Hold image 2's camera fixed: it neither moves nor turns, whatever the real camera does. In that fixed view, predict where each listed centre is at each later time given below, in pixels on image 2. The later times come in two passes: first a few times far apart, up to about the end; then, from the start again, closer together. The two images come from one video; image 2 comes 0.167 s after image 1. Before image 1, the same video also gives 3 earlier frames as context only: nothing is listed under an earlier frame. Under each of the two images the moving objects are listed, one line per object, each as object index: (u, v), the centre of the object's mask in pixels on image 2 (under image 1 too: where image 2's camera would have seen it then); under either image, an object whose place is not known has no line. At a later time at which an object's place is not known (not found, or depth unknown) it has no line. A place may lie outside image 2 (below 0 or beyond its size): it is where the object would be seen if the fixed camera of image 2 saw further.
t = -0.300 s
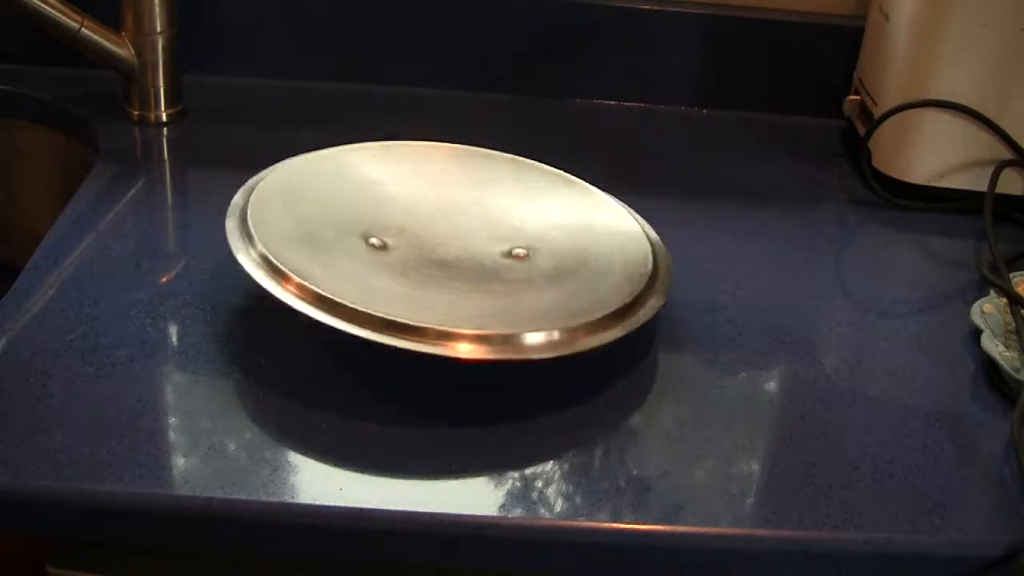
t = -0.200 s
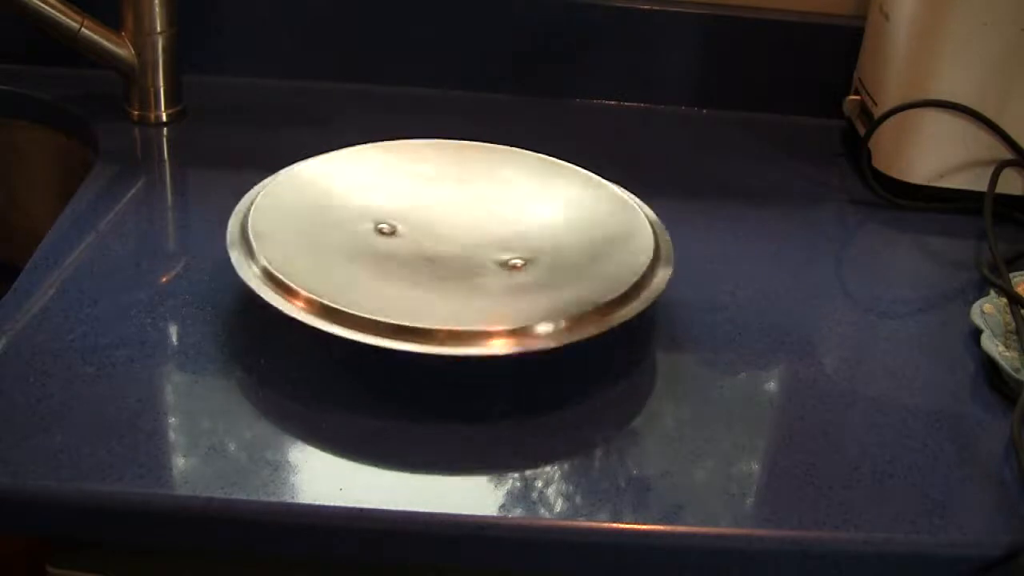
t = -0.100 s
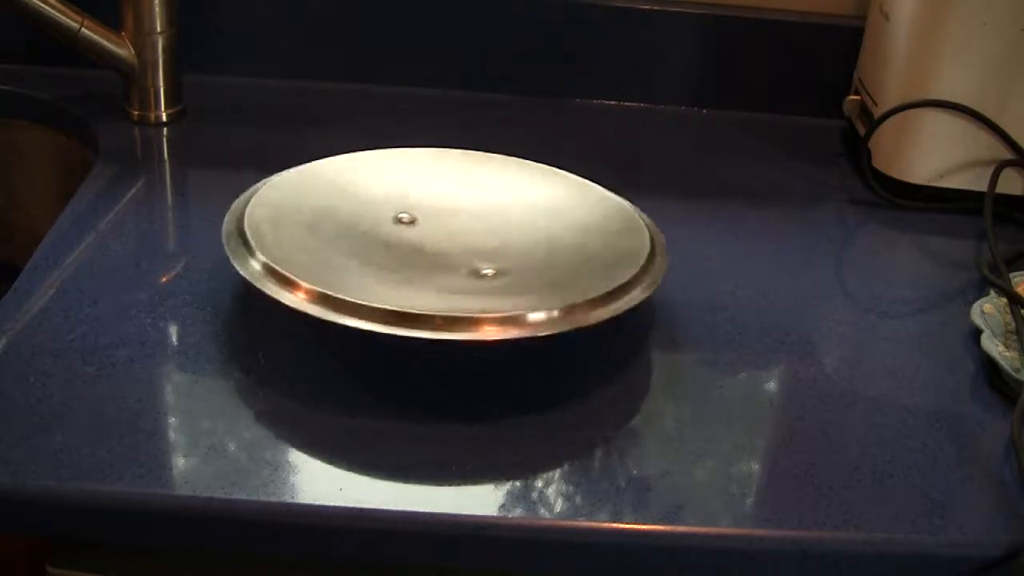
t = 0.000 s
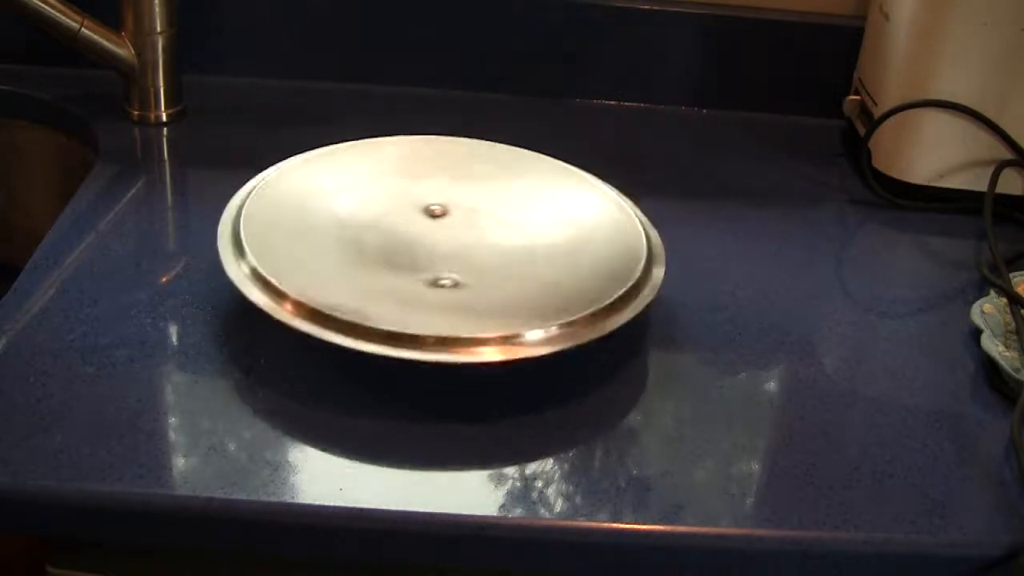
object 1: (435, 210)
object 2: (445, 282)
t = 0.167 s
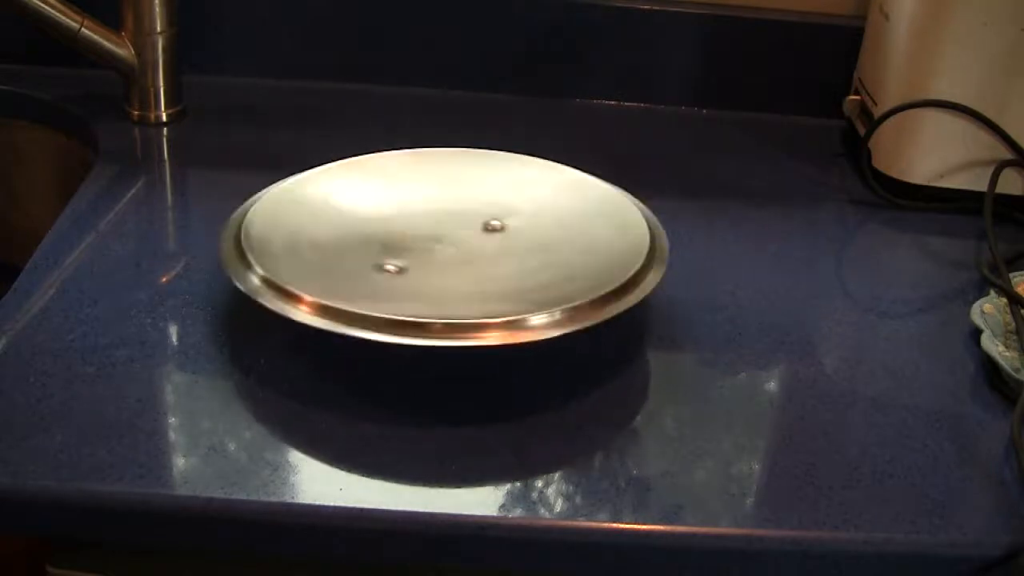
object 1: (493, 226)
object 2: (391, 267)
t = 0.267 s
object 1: (511, 242)
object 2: (374, 251)
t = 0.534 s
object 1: (475, 283)
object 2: (416, 223)
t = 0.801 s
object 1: (395, 264)
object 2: (512, 238)
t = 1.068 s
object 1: (394, 222)
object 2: (497, 271)
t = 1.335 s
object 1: (479, 222)
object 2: (402, 278)
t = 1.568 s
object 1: (520, 258)
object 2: (380, 247)
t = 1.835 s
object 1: (461, 285)
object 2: (451, 222)
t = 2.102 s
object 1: (378, 253)
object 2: (517, 243)
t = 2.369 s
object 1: (408, 221)
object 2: (482, 285)
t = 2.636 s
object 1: (501, 227)
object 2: (401, 275)
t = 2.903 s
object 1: (511, 267)
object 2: (386, 234)
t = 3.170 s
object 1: (434, 287)
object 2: (467, 225)
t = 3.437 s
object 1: (378, 246)
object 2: (522, 256)
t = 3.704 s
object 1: (424, 219)
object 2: (474, 290)
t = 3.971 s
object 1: (507, 233)
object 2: (396, 270)
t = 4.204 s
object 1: (515, 266)
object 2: (385, 238)
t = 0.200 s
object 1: (501, 231)
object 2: (383, 261)
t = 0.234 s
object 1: (507, 237)
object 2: (377, 256)
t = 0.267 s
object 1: (511, 242)
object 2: (374, 251)
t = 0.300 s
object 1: (514, 247)
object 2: (373, 247)
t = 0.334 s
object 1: (514, 251)
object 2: (374, 243)
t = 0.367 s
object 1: (513, 255)
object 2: (376, 239)
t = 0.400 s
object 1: (509, 260)
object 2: (380, 236)
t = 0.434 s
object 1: (503, 266)
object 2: (386, 232)
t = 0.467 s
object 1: (495, 272)
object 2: (395, 228)
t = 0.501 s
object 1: (485, 278)
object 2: (404, 225)
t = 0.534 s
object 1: (475, 283)
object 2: (416, 223)
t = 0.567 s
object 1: (464, 287)
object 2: (428, 221)
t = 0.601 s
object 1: (452, 289)
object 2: (442, 221)
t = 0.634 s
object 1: (442, 289)
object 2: (455, 221)
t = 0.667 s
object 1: (432, 287)
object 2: (469, 223)
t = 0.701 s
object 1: (421, 284)
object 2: (482, 225)
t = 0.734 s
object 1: (412, 278)
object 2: (494, 229)
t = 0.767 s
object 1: (403, 271)
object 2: (504, 234)
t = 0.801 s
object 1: (395, 264)
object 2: (512, 238)
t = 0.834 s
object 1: (388, 257)
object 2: (517, 242)
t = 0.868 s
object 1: (383, 251)
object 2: (520, 245)
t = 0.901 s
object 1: (379, 245)
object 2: (521, 249)
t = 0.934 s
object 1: (379, 239)
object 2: (521, 254)
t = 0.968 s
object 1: (381, 234)
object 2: (519, 259)
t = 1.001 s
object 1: (384, 230)
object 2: (513, 263)
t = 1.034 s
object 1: (387, 226)
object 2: (506, 267)
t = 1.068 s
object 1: (394, 222)
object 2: (497, 271)
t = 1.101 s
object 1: (401, 219)
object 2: (486, 277)
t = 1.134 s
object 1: (411, 215)
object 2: (475, 280)
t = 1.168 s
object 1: (421, 213)
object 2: (462, 285)
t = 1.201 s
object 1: (432, 213)
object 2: (450, 287)
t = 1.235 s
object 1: (445, 213)
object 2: (439, 287)
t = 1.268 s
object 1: (457, 215)
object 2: (427, 285)
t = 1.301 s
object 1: (468, 218)
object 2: (414, 283)
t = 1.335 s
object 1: (479, 222)
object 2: (402, 278)
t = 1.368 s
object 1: (488, 226)
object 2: (393, 276)
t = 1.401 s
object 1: (498, 230)
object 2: (386, 271)
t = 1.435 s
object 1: (506, 235)
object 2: (382, 266)
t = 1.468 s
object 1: (513, 240)
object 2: (378, 263)
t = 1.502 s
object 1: (517, 246)
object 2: (377, 258)
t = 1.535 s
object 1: (519, 252)
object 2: (377, 252)
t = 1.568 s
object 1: (520, 258)
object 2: (380, 247)
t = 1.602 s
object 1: (520, 264)
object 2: (384, 241)
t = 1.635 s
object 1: (516, 269)
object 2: (391, 237)
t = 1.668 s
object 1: (510, 275)
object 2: (399, 233)
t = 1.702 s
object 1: (504, 279)
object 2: (407, 230)
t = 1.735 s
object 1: (494, 282)
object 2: (418, 227)
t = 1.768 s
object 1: (485, 284)
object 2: (428, 225)
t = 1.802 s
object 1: (474, 285)
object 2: (440, 222)
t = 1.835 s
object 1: (461, 285)
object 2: (451, 222)
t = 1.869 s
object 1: (448, 283)
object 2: (462, 222)
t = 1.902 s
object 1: (436, 281)
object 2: (473, 223)
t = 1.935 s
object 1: (423, 278)
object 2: (483, 225)
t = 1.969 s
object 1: (412, 274)
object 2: (492, 227)
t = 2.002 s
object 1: (400, 268)
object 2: (500, 231)
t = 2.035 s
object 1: (391, 263)
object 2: (507, 235)
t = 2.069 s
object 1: (383, 259)
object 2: (511, 239)
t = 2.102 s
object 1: (378, 253)
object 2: (517, 243)
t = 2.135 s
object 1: (376, 248)
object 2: (517, 249)
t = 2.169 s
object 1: (374, 243)
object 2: (517, 255)
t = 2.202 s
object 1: (374, 238)
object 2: (515, 261)
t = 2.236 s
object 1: (377, 234)
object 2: (510, 267)
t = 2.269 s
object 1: (381, 229)
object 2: (504, 272)
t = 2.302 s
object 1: (389, 226)
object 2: (497, 276)
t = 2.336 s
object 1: (398, 223)
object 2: (489, 281)
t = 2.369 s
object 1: (408, 221)
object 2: (482, 285)
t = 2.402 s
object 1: (420, 219)
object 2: (473, 290)
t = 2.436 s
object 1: (433, 218)
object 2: (465, 290)
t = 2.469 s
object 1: (446, 218)
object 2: (452, 291)
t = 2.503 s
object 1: (459, 218)
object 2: (440, 290)
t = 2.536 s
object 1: (471, 220)
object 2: (429, 288)
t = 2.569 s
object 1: (482, 222)
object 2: (418, 284)
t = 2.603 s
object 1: (492, 224)
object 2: (408, 279)
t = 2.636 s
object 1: (501, 227)
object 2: (401, 275)
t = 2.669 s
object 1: (510, 231)
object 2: (394, 270)
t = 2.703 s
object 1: (517, 235)
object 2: (389, 264)
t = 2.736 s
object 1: (521, 239)
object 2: (388, 257)
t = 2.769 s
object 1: (523, 244)
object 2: (384, 252)
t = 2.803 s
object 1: (522, 250)
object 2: (383, 246)
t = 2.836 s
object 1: (521, 255)
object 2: (383, 241)
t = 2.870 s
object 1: (517, 261)
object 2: (383, 238)
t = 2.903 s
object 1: (511, 267)
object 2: (386, 234)
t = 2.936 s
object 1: (505, 272)
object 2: (393, 231)
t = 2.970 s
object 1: (497, 277)
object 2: (401, 228)
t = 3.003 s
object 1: (488, 281)
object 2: (410, 226)
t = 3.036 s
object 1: (478, 284)
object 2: (420, 224)
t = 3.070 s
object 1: (468, 287)
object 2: (431, 223)
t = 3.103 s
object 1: (457, 288)
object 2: (443, 222)
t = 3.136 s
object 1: (445, 287)
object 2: (455, 224)
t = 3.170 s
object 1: (434, 287)
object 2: (467, 225)
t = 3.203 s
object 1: (423, 284)
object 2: (478, 227)
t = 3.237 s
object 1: (414, 281)
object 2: (489, 229)
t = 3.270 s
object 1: (406, 276)
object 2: (499, 233)
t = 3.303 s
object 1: (397, 271)
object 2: (507, 237)
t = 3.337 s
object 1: (390, 265)
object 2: (514, 241)
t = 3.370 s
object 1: (385, 258)
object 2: (520, 245)
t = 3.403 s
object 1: (381, 252)
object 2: (521, 250)
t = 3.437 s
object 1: (378, 246)
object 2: (522, 256)
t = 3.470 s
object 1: (378, 241)
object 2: (521, 260)
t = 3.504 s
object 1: (380, 237)
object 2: (518, 265)
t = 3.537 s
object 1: (382, 233)
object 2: (513, 269)
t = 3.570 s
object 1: (387, 230)
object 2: (507, 274)
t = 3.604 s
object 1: (394, 227)
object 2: (501, 278)
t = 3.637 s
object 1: (403, 224)
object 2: (493, 282)
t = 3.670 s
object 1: (413, 222)
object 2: (485, 286)
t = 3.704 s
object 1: (424, 219)
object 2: (474, 290)
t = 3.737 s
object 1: (435, 217)
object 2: (464, 291)
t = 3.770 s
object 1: (447, 216)
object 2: (453, 291)
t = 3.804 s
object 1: (458, 216)
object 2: (442, 289)
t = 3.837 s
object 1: (470, 219)
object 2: (429, 288)
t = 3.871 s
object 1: (480, 223)
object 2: (418, 283)
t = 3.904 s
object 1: (490, 226)
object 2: (409, 279)
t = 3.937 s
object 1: (499, 230)
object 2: (402, 274)
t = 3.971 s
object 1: (507, 233)
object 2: (396, 270)
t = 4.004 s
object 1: (513, 236)
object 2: (390, 265)
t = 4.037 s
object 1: (519, 239)
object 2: (387, 260)
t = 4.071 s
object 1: (521, 243)
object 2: (384, 255)
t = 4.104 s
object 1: (522, 247)
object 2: (382, 250)
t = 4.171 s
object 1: (519, 260)
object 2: (384, 241)
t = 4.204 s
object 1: (515, 266)
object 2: (385, 238)
